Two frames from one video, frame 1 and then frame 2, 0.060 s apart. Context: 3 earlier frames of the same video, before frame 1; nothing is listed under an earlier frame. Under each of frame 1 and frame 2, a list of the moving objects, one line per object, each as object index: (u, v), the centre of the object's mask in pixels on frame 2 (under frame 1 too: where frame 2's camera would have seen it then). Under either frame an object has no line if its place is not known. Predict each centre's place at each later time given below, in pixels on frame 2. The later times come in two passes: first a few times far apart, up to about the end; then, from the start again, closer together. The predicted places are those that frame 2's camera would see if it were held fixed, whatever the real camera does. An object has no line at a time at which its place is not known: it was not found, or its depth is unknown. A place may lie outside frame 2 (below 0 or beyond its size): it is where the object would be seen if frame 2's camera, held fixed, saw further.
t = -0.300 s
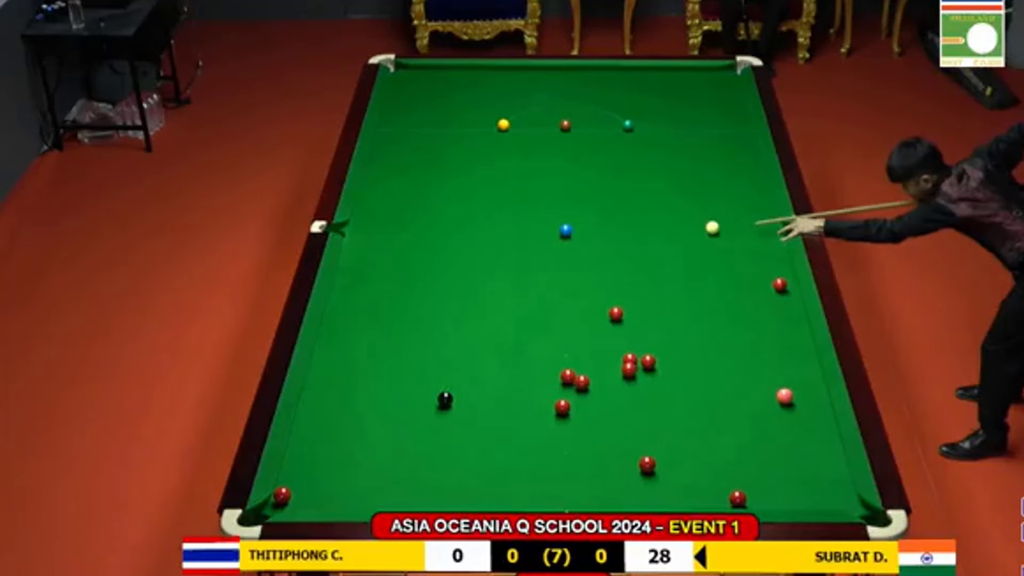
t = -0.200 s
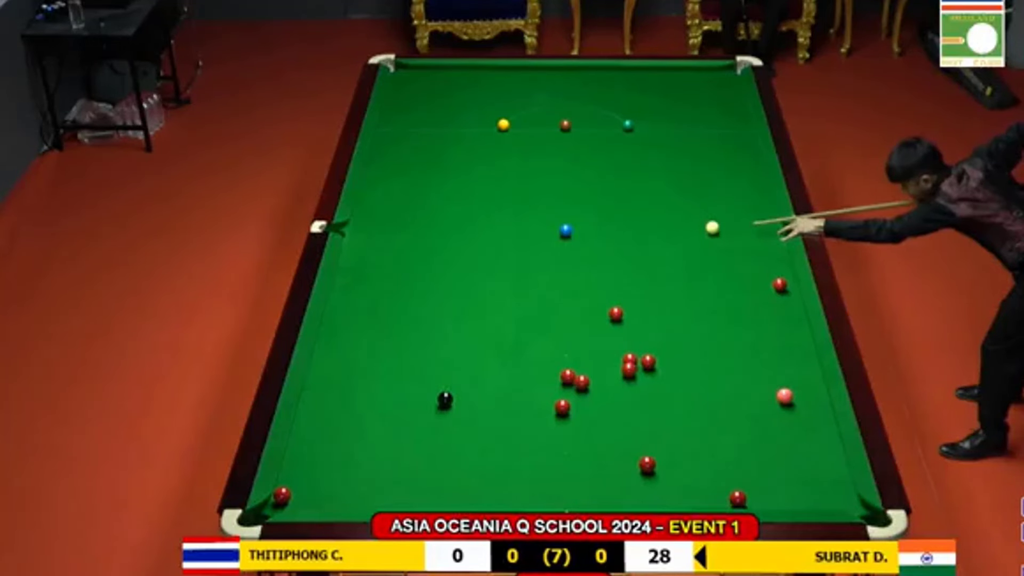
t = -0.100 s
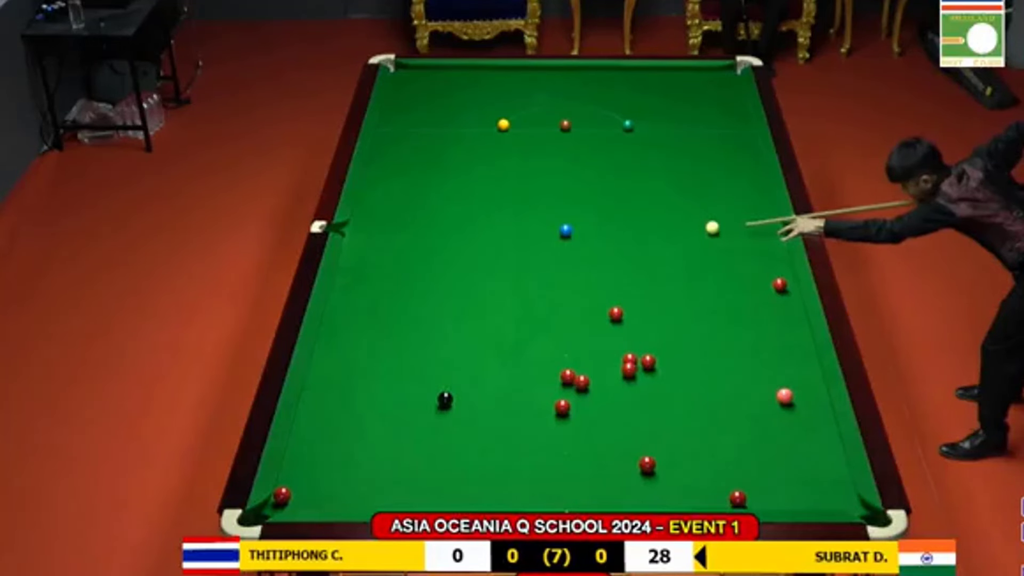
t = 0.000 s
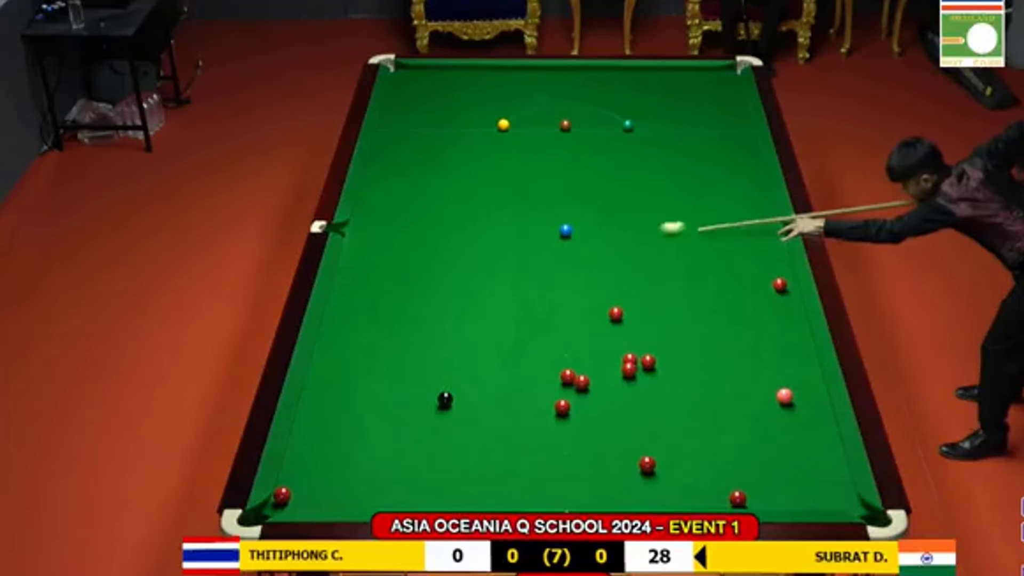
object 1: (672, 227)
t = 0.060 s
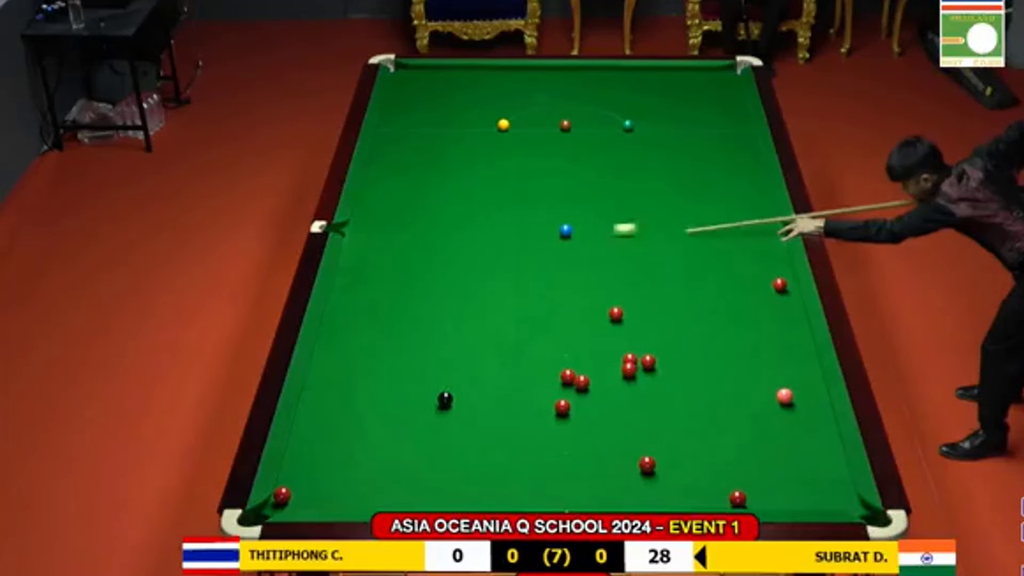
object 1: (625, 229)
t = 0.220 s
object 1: (574, 233)
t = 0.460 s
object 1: (564, 238)
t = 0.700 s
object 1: (555, 242)
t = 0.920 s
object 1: (548, 246)
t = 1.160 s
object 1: (541, 250)
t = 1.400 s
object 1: (535, 254)
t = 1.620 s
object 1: (530, 256)
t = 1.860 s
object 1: (525, 259)
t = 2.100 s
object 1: (522, 261)
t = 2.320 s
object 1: (520, 262)
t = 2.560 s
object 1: (518, 263)
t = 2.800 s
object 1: (517, 264)
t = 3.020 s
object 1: (517, 264)
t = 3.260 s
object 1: (517, 264)
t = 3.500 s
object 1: (517, 264)
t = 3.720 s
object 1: (517, 264)
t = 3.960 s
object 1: (517, 264)
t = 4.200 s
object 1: (517, 264)
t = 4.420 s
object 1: (517, 264)
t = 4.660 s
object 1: (517, 264)
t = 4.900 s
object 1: (517, 264)
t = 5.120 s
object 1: (517, 264)
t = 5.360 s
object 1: (517, 264)
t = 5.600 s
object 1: (517, 264)
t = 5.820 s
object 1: (517, 264)
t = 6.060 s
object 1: (517, 264)
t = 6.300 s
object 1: (517, 264)
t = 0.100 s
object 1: (594, 230)
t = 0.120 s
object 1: (581, 230)
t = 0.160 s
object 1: (577, 231)
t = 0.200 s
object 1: (575, 232)
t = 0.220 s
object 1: (574, 233)
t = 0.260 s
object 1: (572, 234)
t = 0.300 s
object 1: (571, 235)
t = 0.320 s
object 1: (570, 235)
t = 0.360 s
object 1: (568, 236)
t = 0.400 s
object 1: (567, 237)
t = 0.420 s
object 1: (566, 237)
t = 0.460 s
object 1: (564, 238)
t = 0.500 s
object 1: (563, 239)
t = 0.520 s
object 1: (562, 239)
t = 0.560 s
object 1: (560, 240)
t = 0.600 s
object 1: (559, 241)
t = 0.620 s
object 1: (558, 241)
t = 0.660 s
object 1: (557, 242)
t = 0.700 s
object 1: (555, 242)
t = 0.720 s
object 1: (554, 243)
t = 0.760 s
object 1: (553, 244)
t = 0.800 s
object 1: (552, 244)
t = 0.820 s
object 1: (551, 245)
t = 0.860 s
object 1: (550, 245)
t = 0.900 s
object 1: (549, 246)
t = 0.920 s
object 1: (548, 246)
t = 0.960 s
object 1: (547, 247)
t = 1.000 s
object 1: (546, 248)
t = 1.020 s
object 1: (545, 248)
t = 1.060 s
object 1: (544, 249)
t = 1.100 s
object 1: (543, 249)
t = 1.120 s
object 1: (542, 250)
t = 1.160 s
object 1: (541, 250)
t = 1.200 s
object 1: (540, 251)
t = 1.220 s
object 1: (539, 251)
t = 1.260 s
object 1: (538, 252)
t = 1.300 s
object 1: (537, 252)
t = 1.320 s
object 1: (537, 253)
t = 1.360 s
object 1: (536, 253)
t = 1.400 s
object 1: (535, 254)
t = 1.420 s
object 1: (534, 254)
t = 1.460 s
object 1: (533, 254)
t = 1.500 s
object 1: (532, 255)
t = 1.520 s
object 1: (532, 255)
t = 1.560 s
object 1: (531, 256)
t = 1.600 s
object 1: (530, 256)
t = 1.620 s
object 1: (530, 256)
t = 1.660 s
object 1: (529, 257)
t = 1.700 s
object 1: (528, 257)
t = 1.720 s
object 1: (528, 257)
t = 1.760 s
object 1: (527, 258)
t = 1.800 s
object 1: (526, 258)
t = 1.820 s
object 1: (526, 258)
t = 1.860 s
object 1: (525, 259)
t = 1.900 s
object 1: (525, 259)
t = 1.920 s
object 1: (525, 259)
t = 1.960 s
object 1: (524, 260)
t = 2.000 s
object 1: (523, 260)
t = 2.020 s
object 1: (523, 260)
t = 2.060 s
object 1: (522, 260)
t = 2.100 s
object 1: (522, 261)
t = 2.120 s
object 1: (522, 261)
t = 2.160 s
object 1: (521, 261)
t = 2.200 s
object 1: (521, 261)
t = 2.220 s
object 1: (521, 262)
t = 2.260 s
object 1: (520, 262)
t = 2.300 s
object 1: (520, 262)
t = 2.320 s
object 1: (520, 262)
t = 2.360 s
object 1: (519, 262)
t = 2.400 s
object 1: (519, 262)
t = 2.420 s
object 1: (519, 262)
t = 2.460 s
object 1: (519, 263)
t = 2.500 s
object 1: (518, 263)
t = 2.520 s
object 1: (518, 263)
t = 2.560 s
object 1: (518, 263)
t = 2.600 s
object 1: (518, 263)
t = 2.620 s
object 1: (518, 263)
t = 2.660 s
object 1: (518, 263)
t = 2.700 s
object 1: (518, 263)
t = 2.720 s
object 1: (517, 264)
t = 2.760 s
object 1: (517, 264)
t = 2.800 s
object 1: (517, 264)
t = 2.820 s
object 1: (517, 264)
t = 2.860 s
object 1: (517, 264)
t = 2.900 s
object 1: (517, 264)
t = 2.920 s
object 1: (517, 264)
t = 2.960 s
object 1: (517, 264)
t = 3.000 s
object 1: (517, 264)
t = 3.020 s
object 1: (517, 264)
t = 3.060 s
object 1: (517, 264)
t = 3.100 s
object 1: (517, 264)
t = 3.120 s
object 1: (517, 264)
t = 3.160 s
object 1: (517, 264)
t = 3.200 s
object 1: (517, 264)
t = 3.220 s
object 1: (517, 264)
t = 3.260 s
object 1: (517, 264)
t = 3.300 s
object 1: (517, 264)
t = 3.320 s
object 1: (517, 264)
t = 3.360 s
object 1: (517, 264)
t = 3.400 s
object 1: (517, 264)
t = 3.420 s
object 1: (517, 264)
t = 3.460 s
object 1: (517, 264)
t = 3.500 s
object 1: (517, 264)
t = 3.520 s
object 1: (517, 264)
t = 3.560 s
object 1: (517, 264)
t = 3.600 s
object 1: (517, 264)
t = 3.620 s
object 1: (517, 264)
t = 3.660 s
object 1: (517, 264)
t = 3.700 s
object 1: (517, 264)
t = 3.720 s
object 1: (517, 264)
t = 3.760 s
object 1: (517, 264)
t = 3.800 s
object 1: (517, 264)
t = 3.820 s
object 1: (517, 264)
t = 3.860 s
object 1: (517, 264)
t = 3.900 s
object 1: (517, 264)
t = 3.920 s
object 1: (517, 264)
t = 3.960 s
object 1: (517, 264)
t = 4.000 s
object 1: (517, 264)
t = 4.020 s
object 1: (517, 264)
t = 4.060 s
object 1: (517, 264)
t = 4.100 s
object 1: (517, 264)
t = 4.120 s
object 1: (517, 264)
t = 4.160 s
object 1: (517, 264)
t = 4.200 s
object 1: (517, 264)
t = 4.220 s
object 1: (517, 264)
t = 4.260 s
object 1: (517, 264)
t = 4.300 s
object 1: (517, 264)
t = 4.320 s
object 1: (517, 264)
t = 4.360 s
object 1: (517, 264)
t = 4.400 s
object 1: (517, 264)
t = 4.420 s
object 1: (517, 264)
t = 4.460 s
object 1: (517, 264)
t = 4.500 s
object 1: (517, 264)
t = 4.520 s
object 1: (517, 264)
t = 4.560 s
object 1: (517, 264)
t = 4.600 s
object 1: (517, 264)
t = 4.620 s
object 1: (517, 264)
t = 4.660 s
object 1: (517, 264)
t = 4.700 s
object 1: (517, 264)
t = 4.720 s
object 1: (517, 264)
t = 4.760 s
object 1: (517, 264)
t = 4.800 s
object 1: (517, 264)
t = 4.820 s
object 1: (517, 264)
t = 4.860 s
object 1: (517, 264)
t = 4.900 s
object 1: (517, 264)
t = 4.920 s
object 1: (517, 264)
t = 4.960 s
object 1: (517, 264)
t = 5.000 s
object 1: (517, 264)
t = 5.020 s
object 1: (517, 264)
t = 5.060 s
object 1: (517, 264)
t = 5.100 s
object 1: (517, 264)
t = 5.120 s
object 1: (517, 264)
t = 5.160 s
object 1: (517, 264)
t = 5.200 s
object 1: (517, 264)
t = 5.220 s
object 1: (517, 264)
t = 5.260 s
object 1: (517, 264)
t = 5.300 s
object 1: (517, 264)
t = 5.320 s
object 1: (517, 264)
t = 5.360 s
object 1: (517, 264)
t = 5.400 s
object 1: (517, 264)
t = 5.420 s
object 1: (517, 264)
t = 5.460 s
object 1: (517, 264)
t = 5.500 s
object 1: (517, 264)
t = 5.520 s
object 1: (517, 264)
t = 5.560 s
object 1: (517, 264)
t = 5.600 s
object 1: (517, 264)
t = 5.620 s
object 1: (517, 264)
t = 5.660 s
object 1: (517, 264)
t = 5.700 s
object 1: (517, 264)
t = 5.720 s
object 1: (517, 264)
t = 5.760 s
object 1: (517, 264)
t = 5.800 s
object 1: (517, 264)
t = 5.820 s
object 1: (517, 264)
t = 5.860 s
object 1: (517, 264)
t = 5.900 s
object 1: (517, 264)
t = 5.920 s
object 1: (517, 264)
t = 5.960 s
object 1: (517, 264)
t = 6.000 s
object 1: (517, 264)
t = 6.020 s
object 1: (517, 264)
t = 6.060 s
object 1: (517, 264)
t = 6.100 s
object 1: (517, 264)
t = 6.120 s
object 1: (517, 264)
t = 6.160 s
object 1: (517, 264)
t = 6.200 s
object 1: (517, 264)
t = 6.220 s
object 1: (517, 264)
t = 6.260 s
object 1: (517, 264)
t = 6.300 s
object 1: (517, 264)
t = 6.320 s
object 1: (517, 264)
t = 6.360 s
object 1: (517, 264)
